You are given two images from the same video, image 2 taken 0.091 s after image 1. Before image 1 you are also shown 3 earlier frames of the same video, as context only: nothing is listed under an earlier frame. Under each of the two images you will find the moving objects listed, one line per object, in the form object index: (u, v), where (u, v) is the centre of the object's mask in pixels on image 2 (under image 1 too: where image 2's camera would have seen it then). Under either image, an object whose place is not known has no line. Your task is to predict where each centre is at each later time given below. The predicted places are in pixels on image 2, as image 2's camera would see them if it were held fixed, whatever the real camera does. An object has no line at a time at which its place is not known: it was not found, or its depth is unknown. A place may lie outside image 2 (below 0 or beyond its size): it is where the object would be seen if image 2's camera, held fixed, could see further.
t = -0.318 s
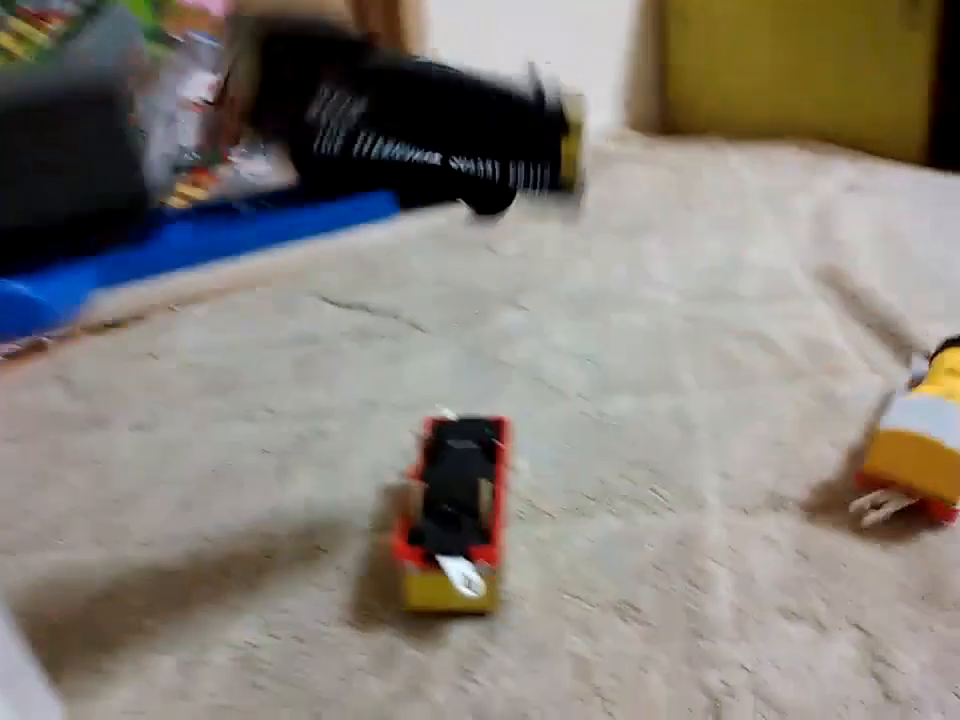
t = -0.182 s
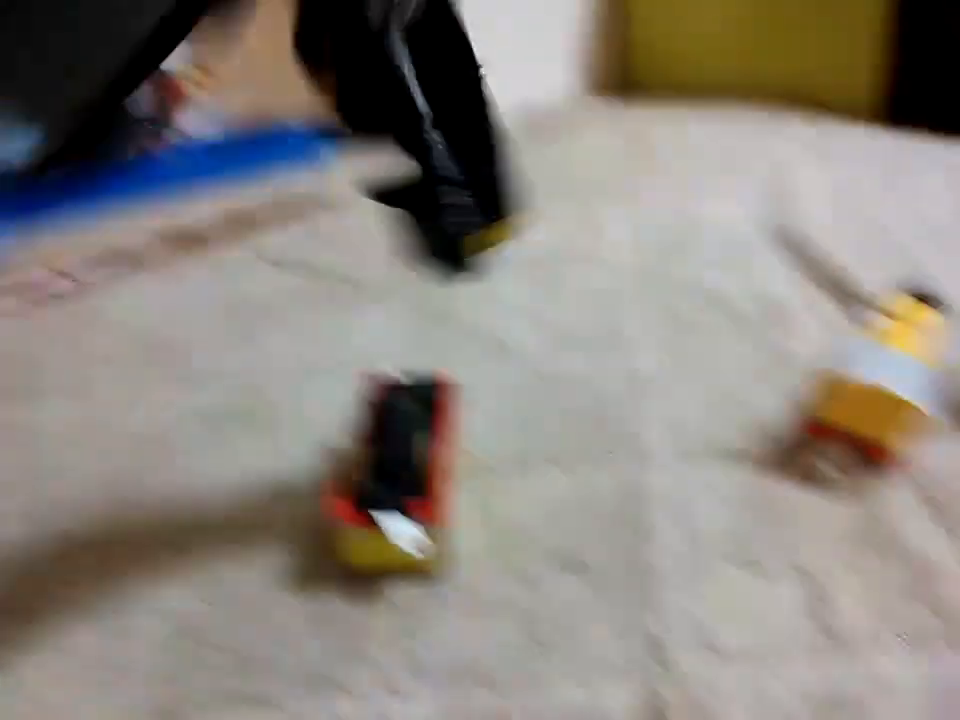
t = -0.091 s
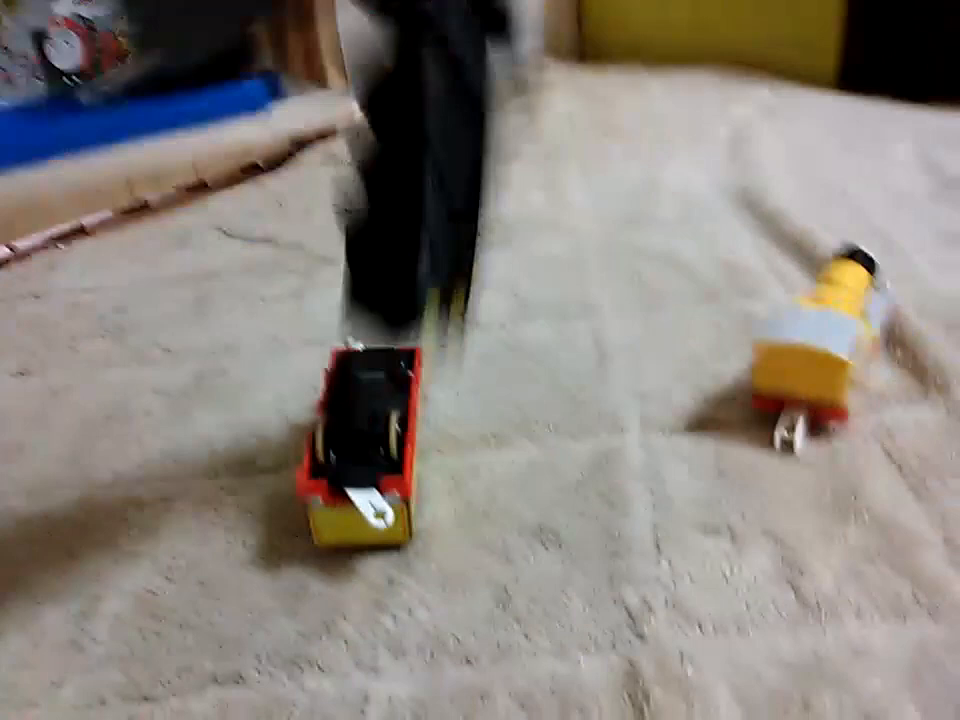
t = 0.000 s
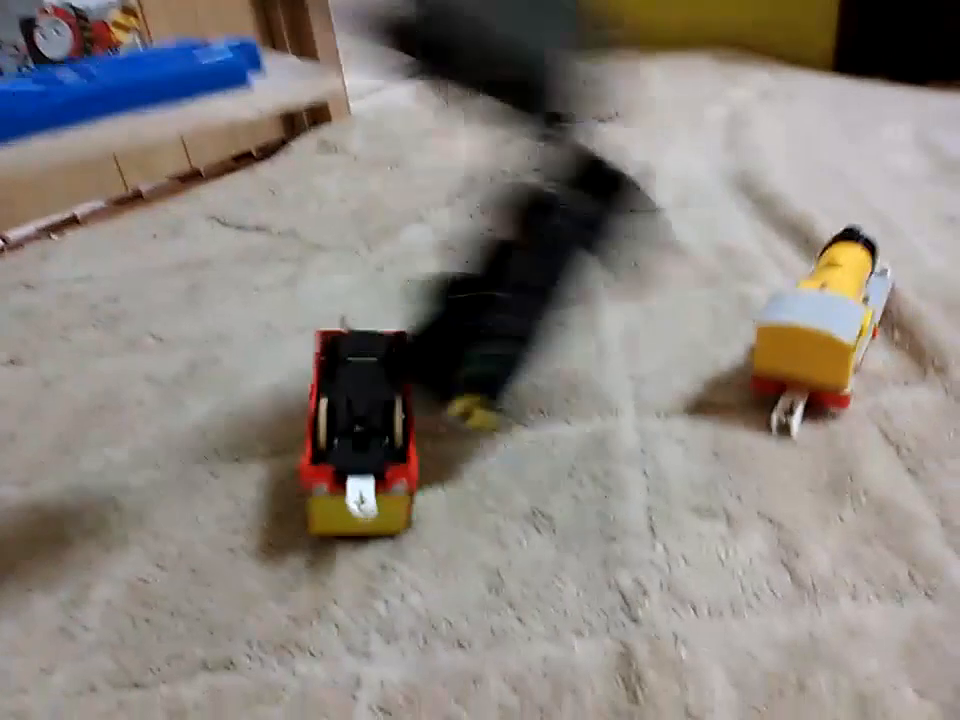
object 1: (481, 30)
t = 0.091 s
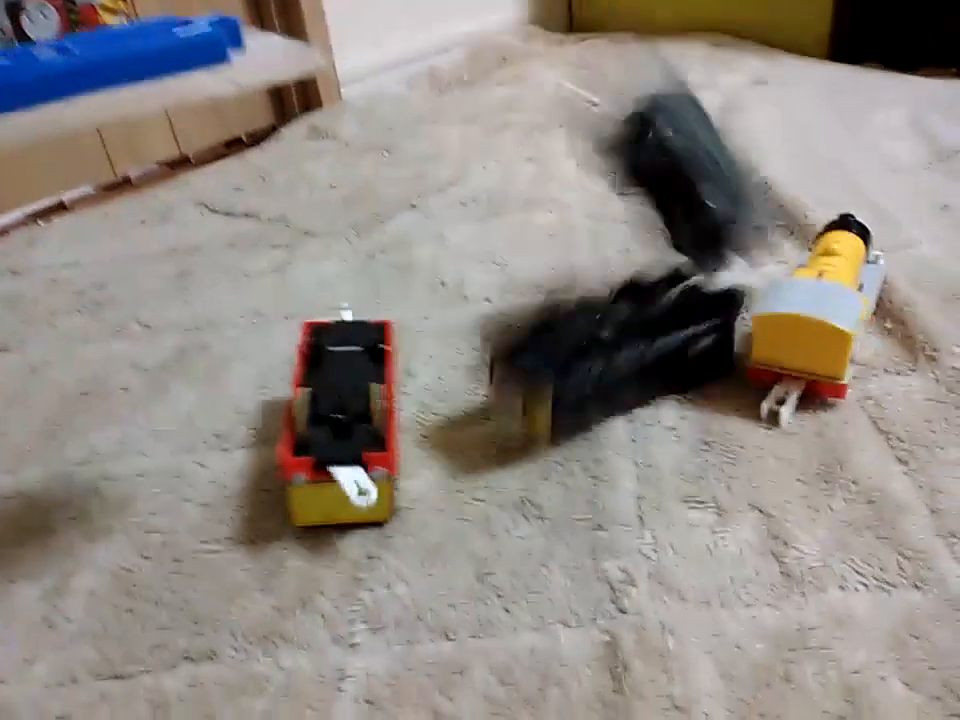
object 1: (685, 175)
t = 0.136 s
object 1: (766, 219)
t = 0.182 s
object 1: (763, 220)
